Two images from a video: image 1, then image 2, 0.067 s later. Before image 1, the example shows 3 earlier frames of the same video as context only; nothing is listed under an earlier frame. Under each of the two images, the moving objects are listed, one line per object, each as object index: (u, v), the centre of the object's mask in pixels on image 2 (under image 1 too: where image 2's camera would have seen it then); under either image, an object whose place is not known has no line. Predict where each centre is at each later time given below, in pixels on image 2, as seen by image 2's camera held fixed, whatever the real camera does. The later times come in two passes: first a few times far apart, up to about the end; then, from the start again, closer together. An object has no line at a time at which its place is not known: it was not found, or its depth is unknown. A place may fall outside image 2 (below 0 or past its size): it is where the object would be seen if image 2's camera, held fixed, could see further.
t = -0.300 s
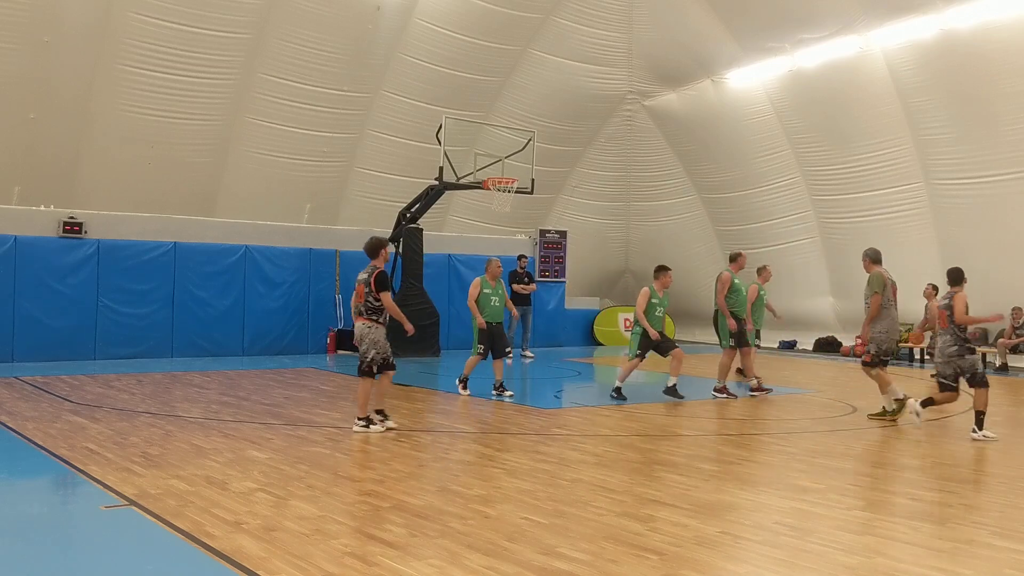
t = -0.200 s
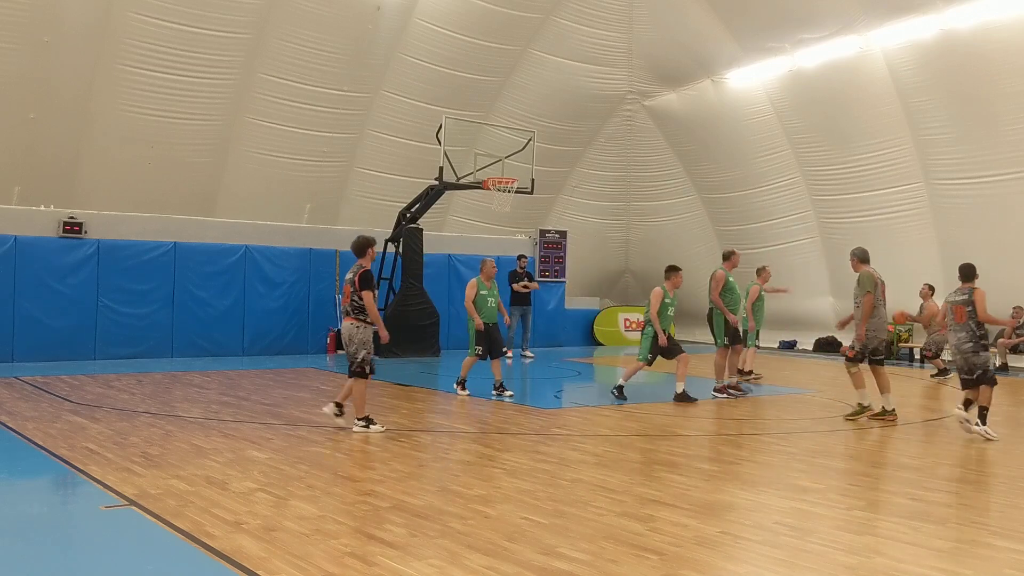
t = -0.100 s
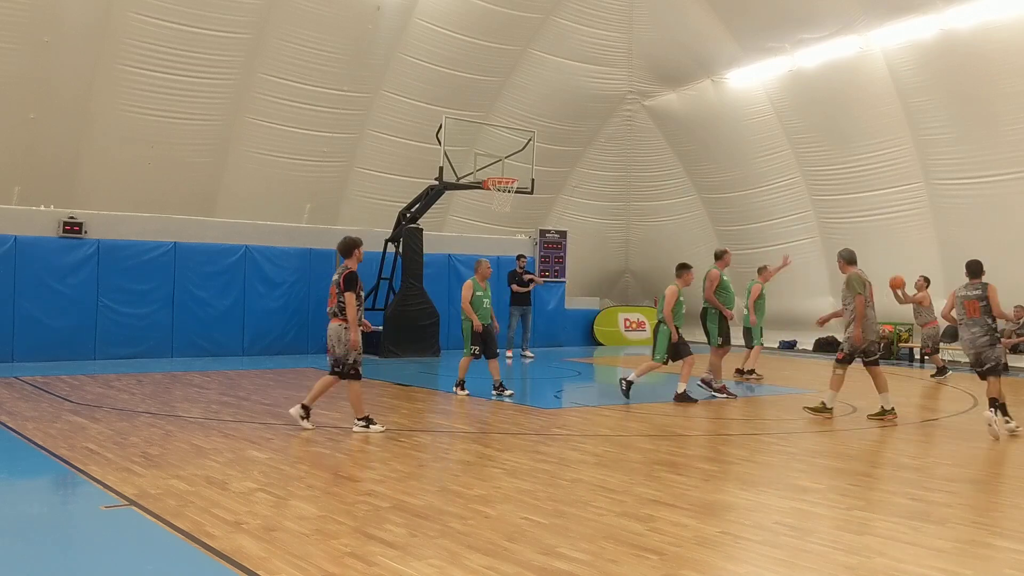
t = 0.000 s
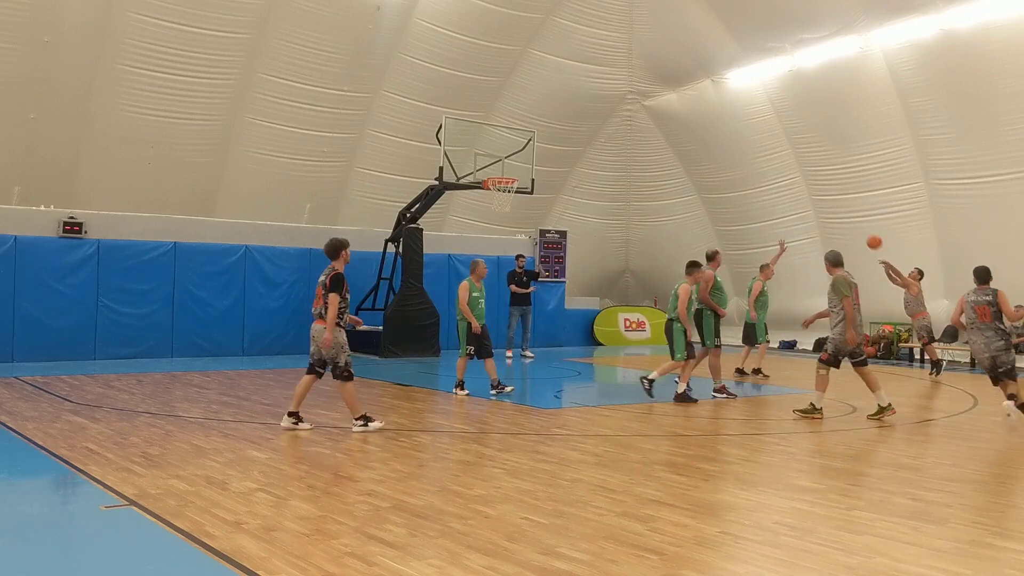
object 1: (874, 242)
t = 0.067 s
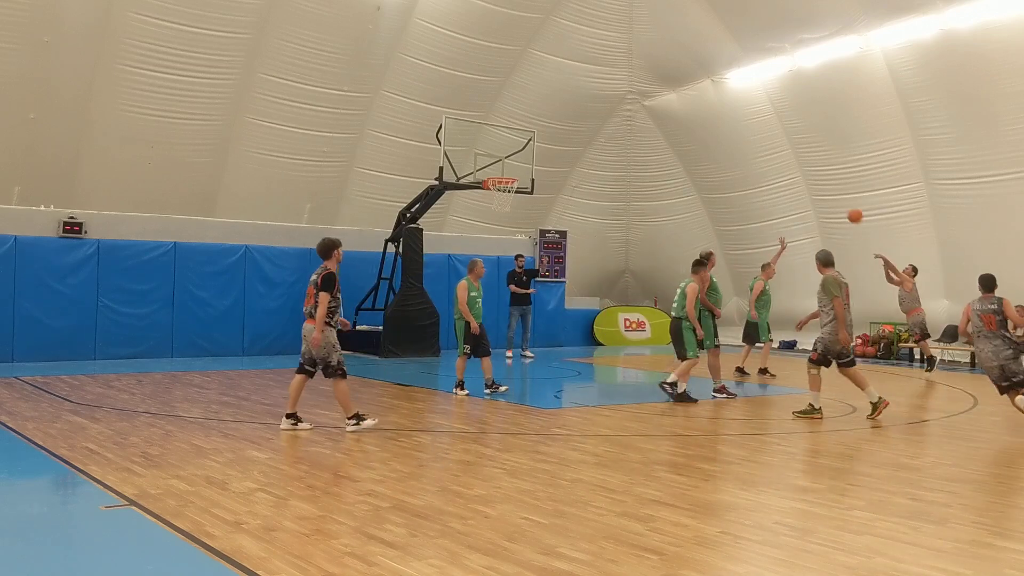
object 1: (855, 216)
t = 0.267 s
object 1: (797, 152)
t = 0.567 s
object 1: (710, 100)
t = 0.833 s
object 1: (631, 97)
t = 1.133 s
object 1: (542, 144)
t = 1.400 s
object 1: (514, 178)
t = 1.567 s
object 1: (525, 202)
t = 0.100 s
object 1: (845, 204)
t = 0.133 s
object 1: (835, 192)
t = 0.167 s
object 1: (826, 181)
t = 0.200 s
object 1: (816, 171)
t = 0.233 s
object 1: (806, 161)
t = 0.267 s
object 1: (797, 152)
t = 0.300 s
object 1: (787, 144)
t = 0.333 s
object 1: (777, 136)
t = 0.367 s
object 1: (768, 129)
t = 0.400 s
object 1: (758, 122)
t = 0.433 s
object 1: (748, 116)
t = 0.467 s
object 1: (739, 111)
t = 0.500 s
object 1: (729, 107)
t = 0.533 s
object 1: (719, 103)
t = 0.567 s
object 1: (710, 100)
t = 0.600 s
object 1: (700, 97)
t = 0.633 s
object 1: (690, 95)
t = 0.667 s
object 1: (680, 94)
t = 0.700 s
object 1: (671, 93)
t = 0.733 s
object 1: (661, 93)
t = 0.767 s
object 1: (651, 94)
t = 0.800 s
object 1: (641, 95)
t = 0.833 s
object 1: (631, 97)
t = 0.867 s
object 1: (621, 100)
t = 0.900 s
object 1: (611, 103)
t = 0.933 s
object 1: (602, 107)
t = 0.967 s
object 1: (592, 111)
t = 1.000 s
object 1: (582, 117)
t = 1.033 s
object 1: (571, 123)
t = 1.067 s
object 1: (562, 129)
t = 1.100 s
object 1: (552, 136)
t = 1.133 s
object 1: (542, 144)
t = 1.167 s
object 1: (531, 153)
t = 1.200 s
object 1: (521, 162)
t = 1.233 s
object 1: (511, 171)
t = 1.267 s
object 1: (506, 175)
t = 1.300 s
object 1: (508, 175)
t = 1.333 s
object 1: (509, 176)
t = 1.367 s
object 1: (512, 176)
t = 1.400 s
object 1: (514, 178)
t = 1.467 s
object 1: (520, 189)
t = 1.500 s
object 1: (521, 192)
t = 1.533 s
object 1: (522, 196)
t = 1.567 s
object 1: (525, 202)
